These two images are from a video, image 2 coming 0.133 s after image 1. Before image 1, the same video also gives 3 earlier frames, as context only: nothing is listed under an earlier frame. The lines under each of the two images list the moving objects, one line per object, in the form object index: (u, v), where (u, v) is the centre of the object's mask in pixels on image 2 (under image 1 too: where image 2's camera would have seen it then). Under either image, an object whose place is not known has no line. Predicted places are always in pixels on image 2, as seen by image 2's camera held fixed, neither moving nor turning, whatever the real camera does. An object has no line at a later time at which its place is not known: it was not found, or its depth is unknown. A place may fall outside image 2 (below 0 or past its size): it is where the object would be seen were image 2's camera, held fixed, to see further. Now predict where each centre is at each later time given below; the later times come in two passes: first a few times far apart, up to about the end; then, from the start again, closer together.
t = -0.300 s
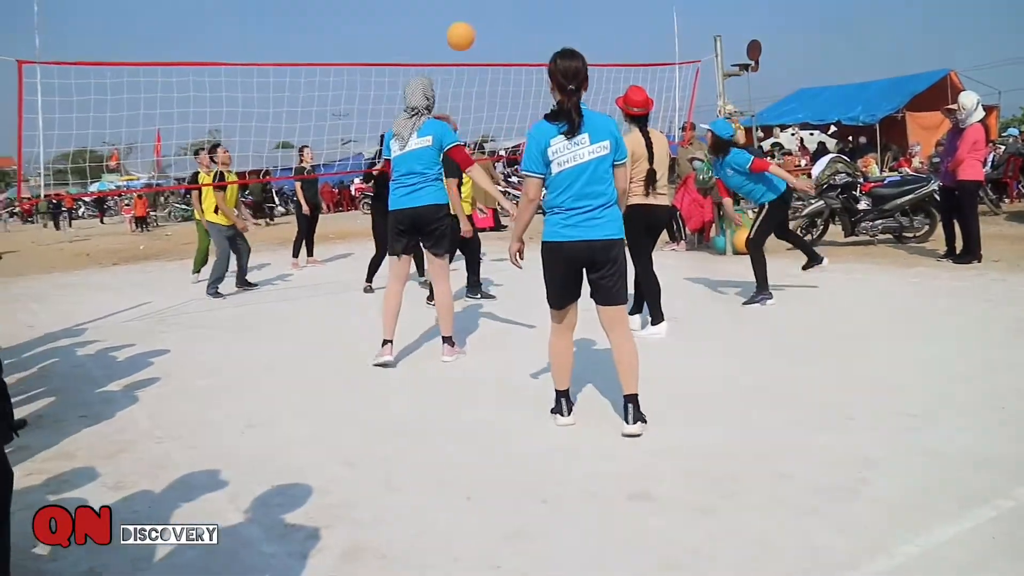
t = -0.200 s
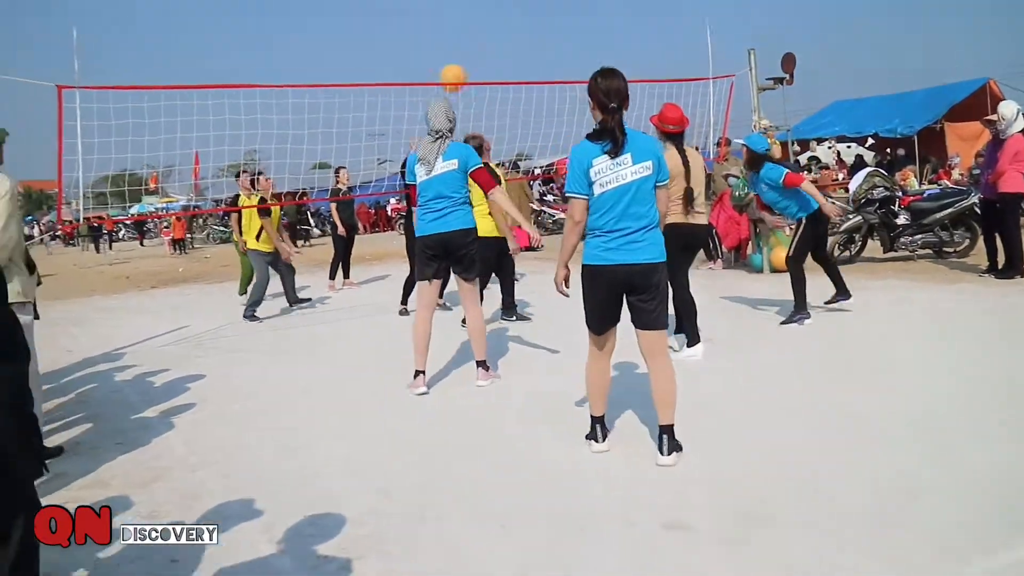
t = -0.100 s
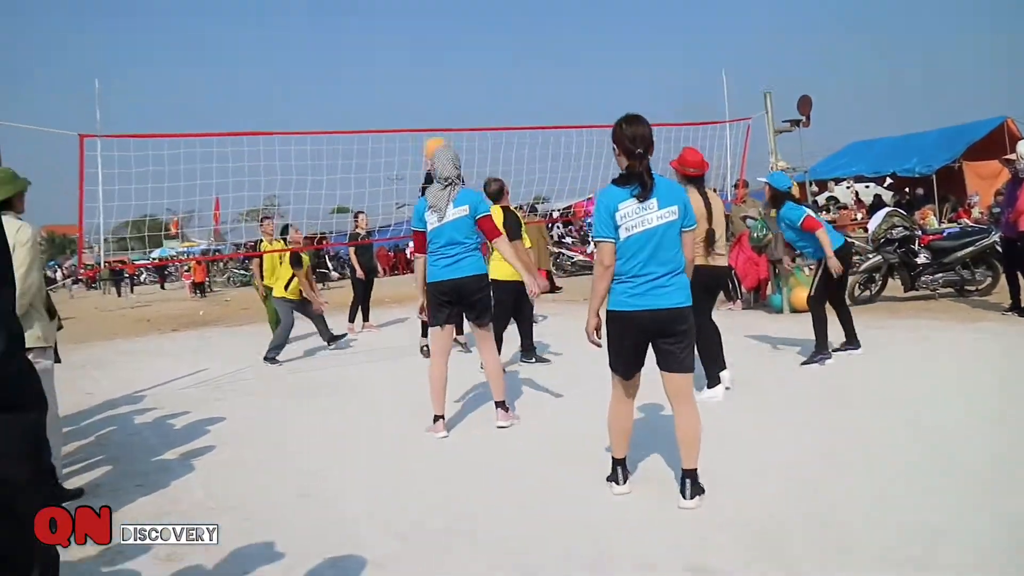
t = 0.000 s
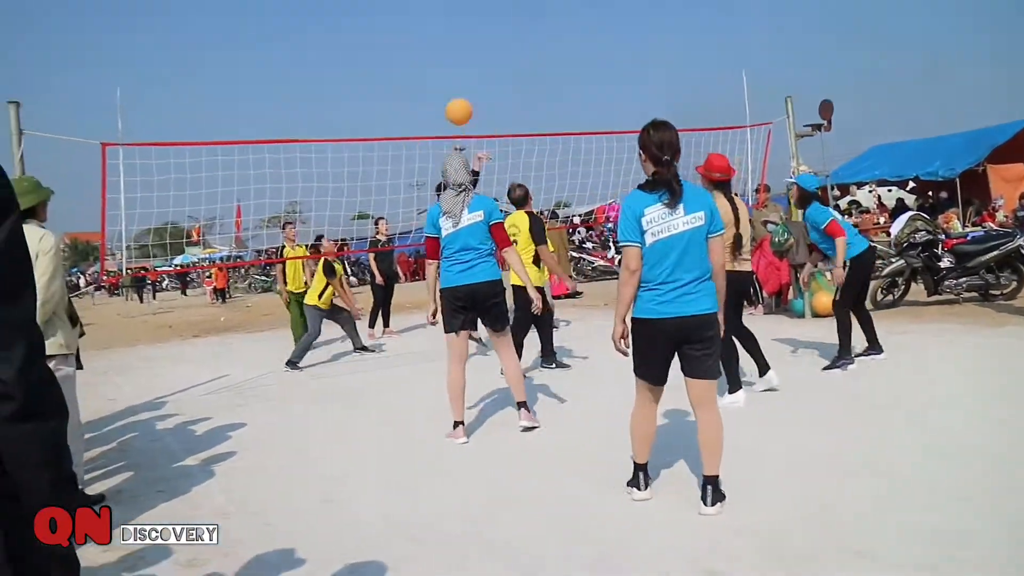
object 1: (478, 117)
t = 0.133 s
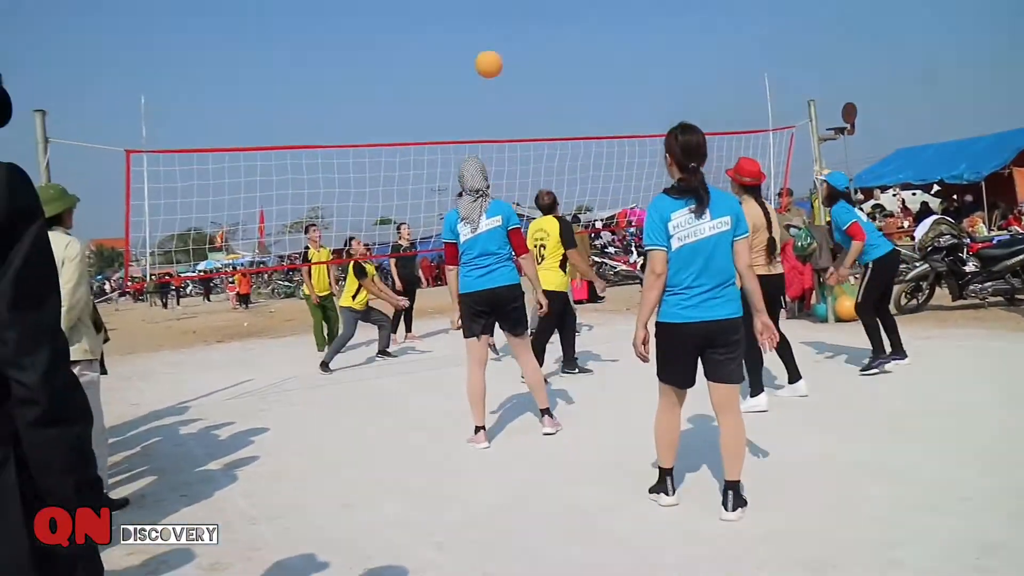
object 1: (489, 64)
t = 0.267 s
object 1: (499, 27)
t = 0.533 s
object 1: (527, 1)
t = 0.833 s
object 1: (573, 76)
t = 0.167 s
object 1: (491, 53)
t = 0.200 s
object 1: (493, 43)
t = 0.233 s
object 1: (496, 34)
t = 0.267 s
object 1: (499, 27)
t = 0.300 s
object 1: (502, 20)
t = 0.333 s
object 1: (506, 14)
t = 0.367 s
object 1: (510, 9)
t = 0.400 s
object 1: (513, 6)
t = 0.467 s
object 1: (520, 3)
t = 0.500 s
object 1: (523, 1)
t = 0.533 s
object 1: (527, 1)
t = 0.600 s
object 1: (536, 7)
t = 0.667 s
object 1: (546, 20)
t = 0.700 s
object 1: (551, 28)
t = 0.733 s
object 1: (556, 37)
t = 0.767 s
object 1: (562, 48)
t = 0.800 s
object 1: (568, 61)
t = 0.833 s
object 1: (573, 76)
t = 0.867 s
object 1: (579, 92)
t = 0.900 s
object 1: (585, 111)
